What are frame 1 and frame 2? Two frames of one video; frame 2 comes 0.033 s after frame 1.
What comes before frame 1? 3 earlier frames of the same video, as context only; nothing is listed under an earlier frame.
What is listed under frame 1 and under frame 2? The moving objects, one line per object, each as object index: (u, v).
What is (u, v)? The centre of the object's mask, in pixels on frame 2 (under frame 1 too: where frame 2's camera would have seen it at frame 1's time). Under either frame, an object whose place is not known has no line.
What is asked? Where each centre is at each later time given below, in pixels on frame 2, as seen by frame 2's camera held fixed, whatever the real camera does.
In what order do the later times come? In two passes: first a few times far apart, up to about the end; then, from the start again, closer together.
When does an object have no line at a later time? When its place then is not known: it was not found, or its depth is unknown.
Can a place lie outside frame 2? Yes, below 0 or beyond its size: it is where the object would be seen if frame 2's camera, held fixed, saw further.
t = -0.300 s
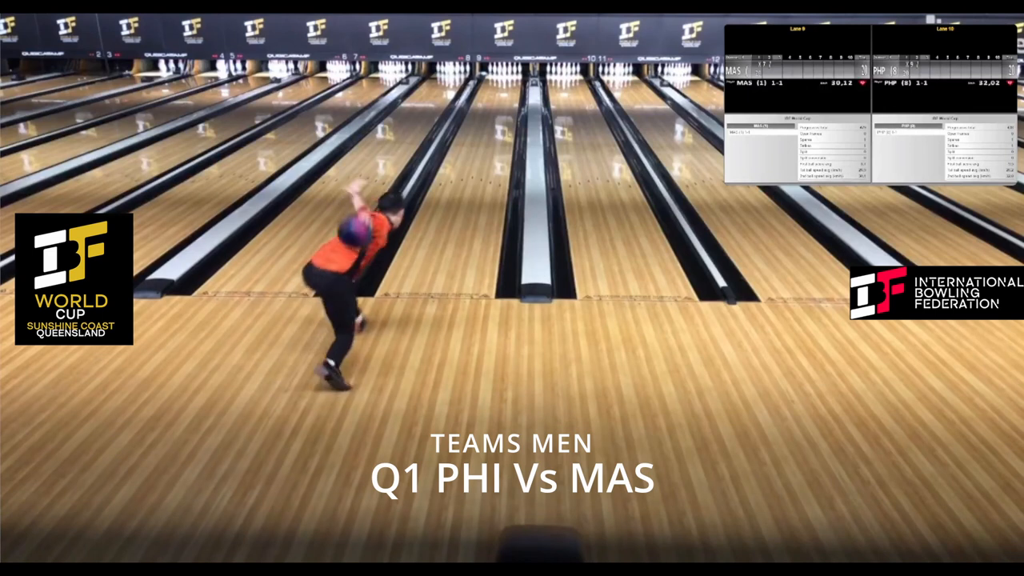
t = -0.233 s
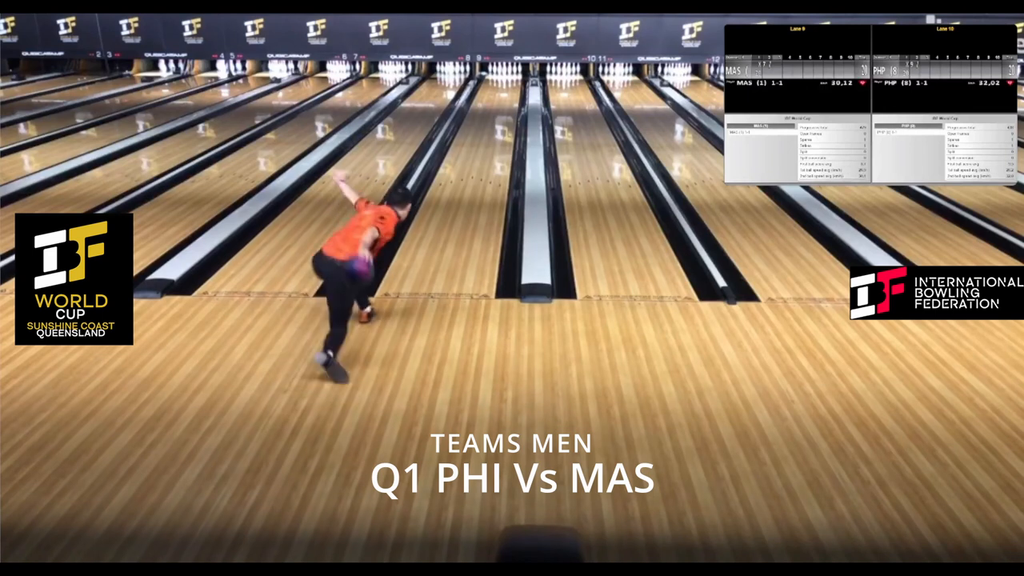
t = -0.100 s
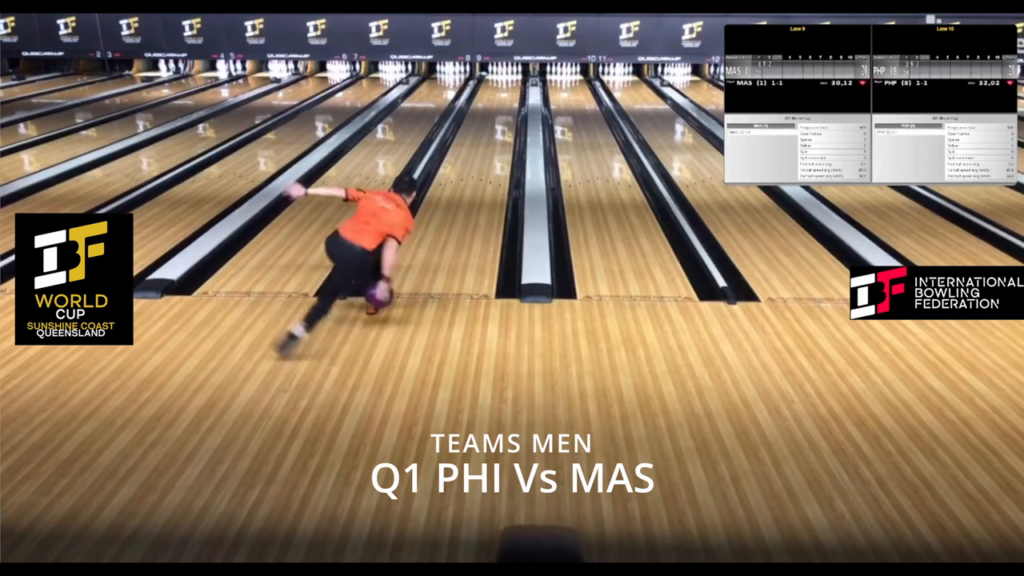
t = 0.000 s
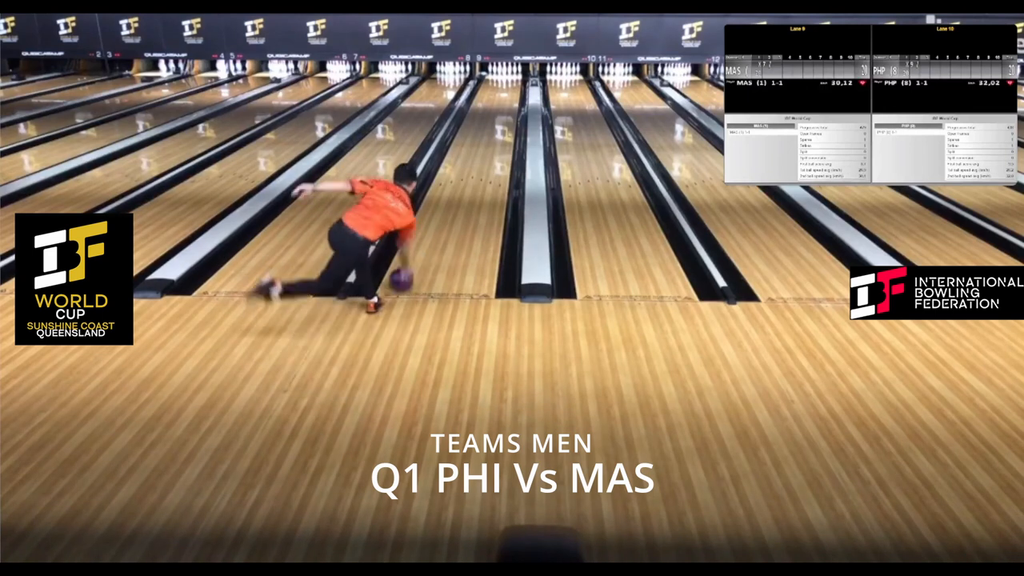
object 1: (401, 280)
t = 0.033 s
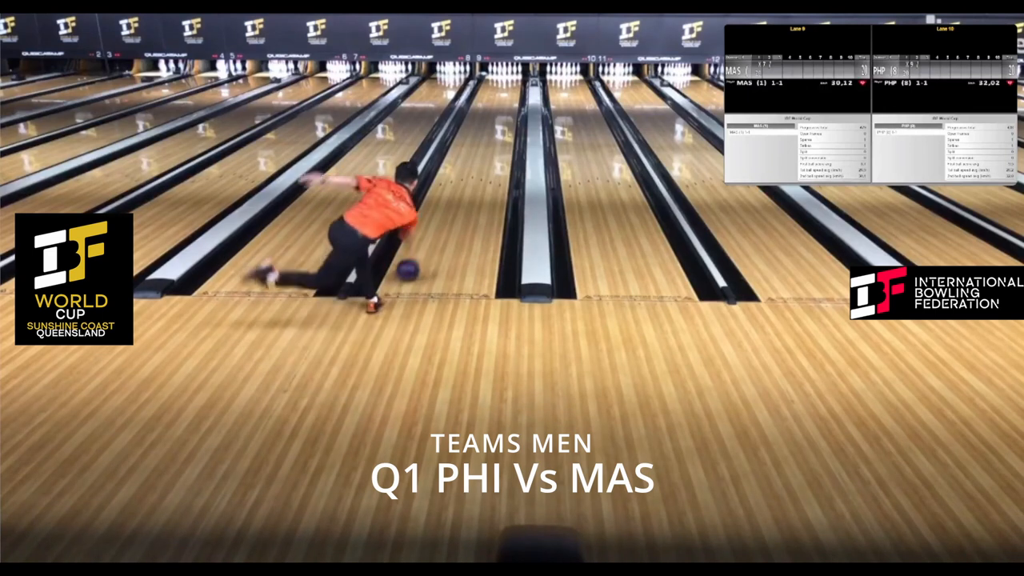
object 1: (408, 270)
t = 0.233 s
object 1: (437, 222)
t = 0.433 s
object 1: (458, 187)
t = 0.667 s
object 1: (475, 157)
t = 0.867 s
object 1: (485, 138)
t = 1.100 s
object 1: (494, 120)
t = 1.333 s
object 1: (502, 106)
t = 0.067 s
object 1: (414, 261)
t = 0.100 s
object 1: (419, 252)
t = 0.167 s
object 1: (429, 236)
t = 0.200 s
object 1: (433, 229)
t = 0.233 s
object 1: (437, 222)
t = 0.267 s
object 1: (441, 215)
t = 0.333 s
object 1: (449, 203)
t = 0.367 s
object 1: (452, 197)
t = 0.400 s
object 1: (455, 192)
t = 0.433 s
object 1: (458, 187)
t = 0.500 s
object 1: (463, 178)
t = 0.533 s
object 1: (466, 173)
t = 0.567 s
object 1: (468, 169)
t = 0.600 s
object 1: (471, 165)
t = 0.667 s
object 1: (475, 157)
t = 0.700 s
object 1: (477, 153)
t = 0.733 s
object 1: (479, 150)
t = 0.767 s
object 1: (480, 147)
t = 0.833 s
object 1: (484, 141)
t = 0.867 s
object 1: (485, 138)
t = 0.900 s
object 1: (487, 135)
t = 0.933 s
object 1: (488, 133)
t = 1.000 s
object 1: (491, 127)
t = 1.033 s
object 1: (492, 125)
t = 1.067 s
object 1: (493, 122)
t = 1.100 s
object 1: (494, 120)
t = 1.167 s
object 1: (497, 116)
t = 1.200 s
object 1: (498, 114)
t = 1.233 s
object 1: (499, 111)
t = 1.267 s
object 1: (500, 109)
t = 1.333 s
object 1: (502, 106)
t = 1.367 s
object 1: (502, 104)
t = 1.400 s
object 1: (503, 102)
